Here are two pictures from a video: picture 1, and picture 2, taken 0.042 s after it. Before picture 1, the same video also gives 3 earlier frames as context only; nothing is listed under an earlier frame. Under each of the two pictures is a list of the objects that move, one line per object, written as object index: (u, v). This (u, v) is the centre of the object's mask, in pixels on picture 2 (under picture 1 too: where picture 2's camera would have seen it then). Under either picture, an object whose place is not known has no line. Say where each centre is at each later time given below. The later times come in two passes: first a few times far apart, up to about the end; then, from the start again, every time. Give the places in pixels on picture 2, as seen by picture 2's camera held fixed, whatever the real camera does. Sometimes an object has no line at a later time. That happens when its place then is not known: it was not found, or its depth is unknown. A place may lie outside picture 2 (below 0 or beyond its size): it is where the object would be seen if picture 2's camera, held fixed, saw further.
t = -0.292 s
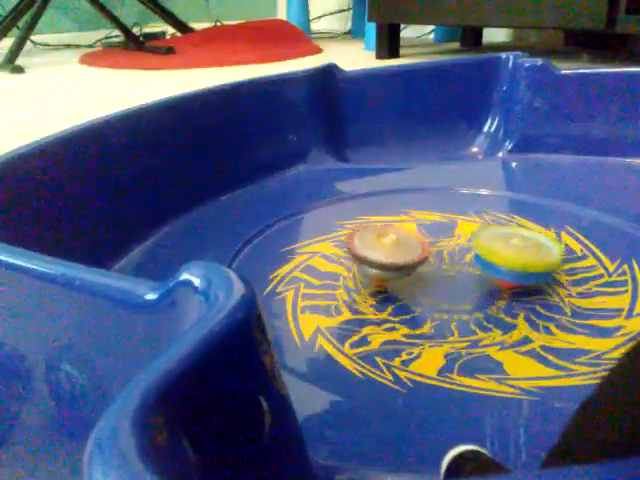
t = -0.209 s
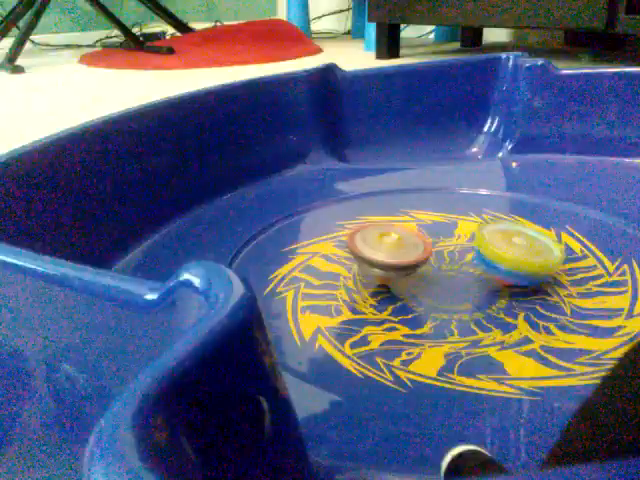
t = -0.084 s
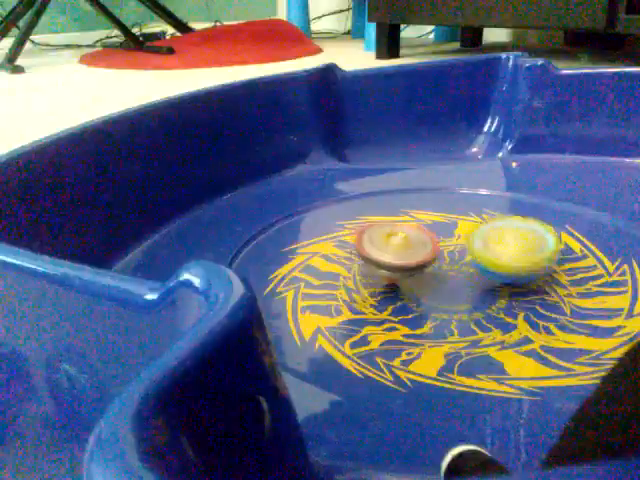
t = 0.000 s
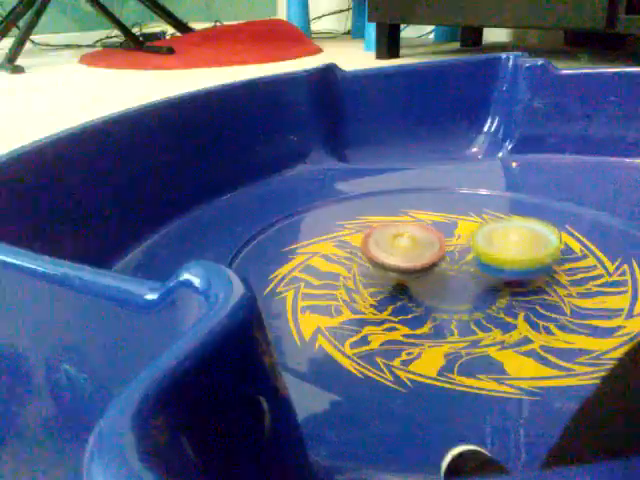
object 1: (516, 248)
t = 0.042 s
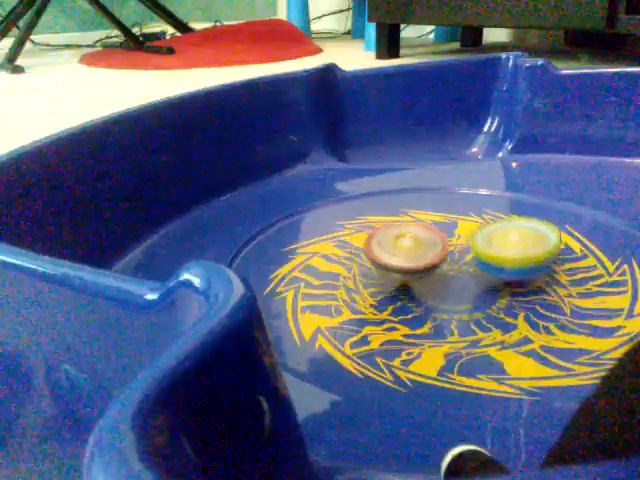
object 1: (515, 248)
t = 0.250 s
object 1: (505, 250)
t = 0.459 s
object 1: (500, 245)
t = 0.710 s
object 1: (496, 243)
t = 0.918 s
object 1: (489, 247)
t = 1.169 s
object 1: (479, 237)
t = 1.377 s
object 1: (477, 233)
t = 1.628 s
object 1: (497, 238)
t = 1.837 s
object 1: (481, 256)
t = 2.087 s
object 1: (462, 243)
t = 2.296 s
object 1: (470, 240)
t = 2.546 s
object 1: (529, 255)
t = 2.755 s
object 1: (554, 266)
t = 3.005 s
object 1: (545, 262)
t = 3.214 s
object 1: (547, 259)
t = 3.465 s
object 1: (544, 261)
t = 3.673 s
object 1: (548, 265)
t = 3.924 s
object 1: (543, 264)
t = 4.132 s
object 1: (543, 264)
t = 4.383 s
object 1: (544, 263)
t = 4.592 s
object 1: (544, 263)
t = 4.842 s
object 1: (543, 264)
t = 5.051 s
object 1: (543, 264)
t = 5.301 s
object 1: (543, 264)
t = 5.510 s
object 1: (543, 264)
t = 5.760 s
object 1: (543, 265)
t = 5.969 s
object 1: (543, 264)
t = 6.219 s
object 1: (543, 264)
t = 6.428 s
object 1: (543, 264)
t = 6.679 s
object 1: (545, 264)
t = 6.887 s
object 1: (546, 264)
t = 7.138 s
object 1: (546, 263)
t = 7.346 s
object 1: (548, 262)
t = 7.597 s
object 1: (548, 263)
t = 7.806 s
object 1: (548, 262)
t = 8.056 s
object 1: (551, 261)
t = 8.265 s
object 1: (548, 258)
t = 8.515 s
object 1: (548, 258)
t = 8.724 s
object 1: (548, 257)
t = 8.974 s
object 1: (548, 257)
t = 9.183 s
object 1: (548, 257)
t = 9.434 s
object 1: (548, 257)
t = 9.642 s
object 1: (548, 257)
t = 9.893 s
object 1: (548, 258)
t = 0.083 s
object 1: (515, 249)
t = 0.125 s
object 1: (513, 250)
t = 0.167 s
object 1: (512, 250)
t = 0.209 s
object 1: (509, 250)
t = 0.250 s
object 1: (505, 250)
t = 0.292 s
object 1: (504, 250)
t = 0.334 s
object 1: (504, 249)
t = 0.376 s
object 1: (504, 248)
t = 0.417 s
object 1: (504, 248)
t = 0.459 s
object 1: (500, 245)
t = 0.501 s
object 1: (500, 243)
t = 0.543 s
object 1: (499, 242)
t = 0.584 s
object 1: (497, 243)
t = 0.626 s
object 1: (498, 242)
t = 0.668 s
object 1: (497, 242)
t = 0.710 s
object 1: (496, 243)
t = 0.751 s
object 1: (495, 243)
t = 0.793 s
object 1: (493, 243)
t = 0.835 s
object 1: (492, 244)
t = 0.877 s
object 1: (490, 246)
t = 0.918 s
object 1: (489, 247)
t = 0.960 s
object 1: (488, 246)
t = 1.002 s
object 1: (484, 243)
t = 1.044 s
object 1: (483, 241)
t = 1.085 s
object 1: (481, 240)
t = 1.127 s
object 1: (479, 238)
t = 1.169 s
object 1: (479, 237)
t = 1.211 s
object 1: (478, 235)
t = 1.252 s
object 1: (477, 234)
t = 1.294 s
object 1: (478, 234)
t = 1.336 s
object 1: (478, 233)
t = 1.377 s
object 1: (477, 233)
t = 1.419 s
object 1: (481, 233)
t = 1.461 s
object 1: (490, 234)
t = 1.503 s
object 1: (494, 234)
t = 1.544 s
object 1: (496, 235)
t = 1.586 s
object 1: (496, 238)
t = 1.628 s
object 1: (497, 238)
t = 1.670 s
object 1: (497, 243)
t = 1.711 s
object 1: (495, 250)
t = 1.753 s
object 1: (491, 252)
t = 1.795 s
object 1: (488, 254)
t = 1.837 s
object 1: (481, 256)
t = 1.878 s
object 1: (472, 257)
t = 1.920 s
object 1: (468, 255)
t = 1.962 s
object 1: (464, 252)
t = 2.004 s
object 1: (461, 249)
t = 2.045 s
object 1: (460, 246)
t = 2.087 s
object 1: (462, 243)
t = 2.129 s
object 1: (463, 240)
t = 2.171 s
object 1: (464, 240)
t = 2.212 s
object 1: (466, 239)
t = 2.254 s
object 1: (469, 239)
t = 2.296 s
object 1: (470, 240)
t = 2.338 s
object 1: (473, 241)
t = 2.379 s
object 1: (478, 246)
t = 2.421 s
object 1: (496, 249)
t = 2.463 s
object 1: (506, 249)
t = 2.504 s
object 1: (520, 252)
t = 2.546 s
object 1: (529, 255)
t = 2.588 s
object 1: (535, 257)
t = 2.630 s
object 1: (539, 259)
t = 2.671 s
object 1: (546, 261)
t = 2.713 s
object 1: (551, 264)
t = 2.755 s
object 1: (554, 266)
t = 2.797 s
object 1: (556, 266)
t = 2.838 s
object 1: (556, 267)
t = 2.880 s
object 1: (555, 266)
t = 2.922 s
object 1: (552, 265)
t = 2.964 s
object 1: (548, 264)
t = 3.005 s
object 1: (545, 262)
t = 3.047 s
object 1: (544, 260)
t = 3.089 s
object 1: (545, 261)
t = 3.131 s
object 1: (546, 260)
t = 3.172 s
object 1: (547, 259)
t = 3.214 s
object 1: (547, 259)
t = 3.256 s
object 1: (547, 259)
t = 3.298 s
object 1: (547, 259)
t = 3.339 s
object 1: (546, 259)
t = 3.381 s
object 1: (546, 259)
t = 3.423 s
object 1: (545, 260)
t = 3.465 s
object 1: (544, 261)
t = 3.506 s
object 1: (544, 262)
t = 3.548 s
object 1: (544, 263)
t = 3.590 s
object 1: (545, 265)
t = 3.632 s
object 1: (547, 265)
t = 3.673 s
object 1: (548, 265)
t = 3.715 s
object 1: (547, 265)
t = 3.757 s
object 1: (544, 264)
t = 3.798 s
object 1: (543, 264)
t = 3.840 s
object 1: (543, 264)
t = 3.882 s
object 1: (544, 264)
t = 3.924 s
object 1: (543, 264)
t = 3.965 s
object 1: (543, 264)
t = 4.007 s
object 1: (543, 264)
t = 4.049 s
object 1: (543, 264)
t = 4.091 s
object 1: (543, 264)
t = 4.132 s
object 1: (543, 264)
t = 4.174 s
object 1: (543, 264)
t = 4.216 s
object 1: (543, 264)
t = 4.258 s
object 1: (543, 263)
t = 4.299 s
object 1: (543, 263)
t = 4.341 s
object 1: (543, 264)
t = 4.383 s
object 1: (544, 263)
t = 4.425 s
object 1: (544, 263)
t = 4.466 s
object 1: (543, 264)
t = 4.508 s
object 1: (544, 263)
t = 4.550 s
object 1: (543, 264)
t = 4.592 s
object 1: (544, 263)
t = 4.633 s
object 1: (543, 264)
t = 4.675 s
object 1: (543, 264)
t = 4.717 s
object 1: (544, 263)
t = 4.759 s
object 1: (544, 264)
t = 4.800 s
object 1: (544, 264)
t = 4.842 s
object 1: (543, 264)
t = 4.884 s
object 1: (544, 264)
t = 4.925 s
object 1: (543, 264)
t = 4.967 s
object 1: (543, 264)
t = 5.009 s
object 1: (543, 264)
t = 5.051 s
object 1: (543, 264)
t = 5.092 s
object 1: (543, 264)
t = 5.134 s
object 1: (543, 264)
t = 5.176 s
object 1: (543, 264)
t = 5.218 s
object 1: (543, 264)
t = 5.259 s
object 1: (543, 264)
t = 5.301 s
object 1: (543, 264)
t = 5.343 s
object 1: (543, 264)
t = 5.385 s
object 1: (543, 264)
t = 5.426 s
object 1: (543, 264)
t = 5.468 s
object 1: (543, 264)
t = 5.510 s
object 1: (543, 264)
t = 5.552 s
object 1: (543, 265)
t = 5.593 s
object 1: (543, 264)
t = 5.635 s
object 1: (543, 265)
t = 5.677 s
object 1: (543, 264)
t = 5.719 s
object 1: (543, 265)
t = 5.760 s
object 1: (543, 265)
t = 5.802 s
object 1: (543, 265)
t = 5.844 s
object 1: (543, 265)
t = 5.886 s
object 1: (543, 265)
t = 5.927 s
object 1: (543, 264)
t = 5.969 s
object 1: (543, 264)
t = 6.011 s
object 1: (543, 265)
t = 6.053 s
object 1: (543, 265)
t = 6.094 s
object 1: (543, 264)
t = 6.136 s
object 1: (543, 264)
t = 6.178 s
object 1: (543, 264)
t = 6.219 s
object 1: (543, 264)
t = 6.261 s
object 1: (543, 264)
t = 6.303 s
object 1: (544, 264)
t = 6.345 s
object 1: (544, 264)
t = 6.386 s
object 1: (543, 264)
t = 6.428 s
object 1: (543, 264)
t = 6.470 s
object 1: (544, 264)
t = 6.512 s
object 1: (544, 264)
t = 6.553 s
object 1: (545, 264)
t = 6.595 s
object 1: (545, 264)
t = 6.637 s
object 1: (544, 264)
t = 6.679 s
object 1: (545, 264)
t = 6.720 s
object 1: (545, 264)
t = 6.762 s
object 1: (545, 264)
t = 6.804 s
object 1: (545, 264)
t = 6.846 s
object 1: (545, 264)
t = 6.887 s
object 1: (546, 264)
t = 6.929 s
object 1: (546, 264)
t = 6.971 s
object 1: (546, 264)
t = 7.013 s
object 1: (546, 263)
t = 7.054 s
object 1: (546, 263)
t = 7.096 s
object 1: (546, 263)
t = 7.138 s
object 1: (546, 263)
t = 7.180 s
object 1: (546, 263)
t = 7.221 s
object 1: (547, 262)
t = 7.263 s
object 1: (547, 263)
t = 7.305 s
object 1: (547, 262)
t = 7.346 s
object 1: (548, 262)
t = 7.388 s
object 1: (548, 262)
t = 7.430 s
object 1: (548, 263)
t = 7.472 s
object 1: (548, 262)
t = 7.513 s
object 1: (548, 263)
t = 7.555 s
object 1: (548, 263)
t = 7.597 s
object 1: (548, 263)
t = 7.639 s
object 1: (548, 263)
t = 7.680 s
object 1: (549, 263)
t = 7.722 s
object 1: (549, 262)
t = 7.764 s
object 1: (549, 262)
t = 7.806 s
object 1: (548, 262)
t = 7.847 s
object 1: (548, 262)
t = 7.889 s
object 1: (548, 262)
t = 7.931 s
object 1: (549, 263)
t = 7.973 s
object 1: (551, 263)
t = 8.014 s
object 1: (552, 262)
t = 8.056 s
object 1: (551, 261)
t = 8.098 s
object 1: (549, 260)
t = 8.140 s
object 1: (548, 259)
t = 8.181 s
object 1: (548, 258)
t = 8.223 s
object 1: (548, 257)
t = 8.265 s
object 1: (548, 258)
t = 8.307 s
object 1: (548, 258)
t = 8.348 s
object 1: (548, 258)
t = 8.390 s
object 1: (548, 258)
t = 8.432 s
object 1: (547, 258)
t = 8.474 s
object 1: (548, 258)
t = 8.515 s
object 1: (548, 258)
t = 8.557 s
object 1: (548, 257)
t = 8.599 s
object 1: (548, 258)
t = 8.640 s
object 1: (548, 257)
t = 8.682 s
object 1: (548, 257)
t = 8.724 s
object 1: (548, 257)
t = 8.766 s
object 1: (548, 257)
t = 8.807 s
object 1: (548, 257)
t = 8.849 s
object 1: (548, 258)
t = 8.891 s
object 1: (548, 257)
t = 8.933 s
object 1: (548, 257)
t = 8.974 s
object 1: (548, 257)
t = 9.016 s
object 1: (548, 257)
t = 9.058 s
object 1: (548, 257)
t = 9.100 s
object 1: (548, 257)
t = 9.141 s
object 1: (548, 257)
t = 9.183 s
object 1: (548, 257)
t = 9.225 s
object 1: (548, 258)
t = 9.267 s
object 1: (548, 258)
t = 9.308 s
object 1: (548, 258)
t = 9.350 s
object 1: (548, 257)
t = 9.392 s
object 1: (548, 257)
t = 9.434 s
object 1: (548, 257)
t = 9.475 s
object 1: (547, 257)
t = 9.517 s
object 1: (547, 257)
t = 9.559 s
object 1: (547, 257)
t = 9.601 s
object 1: (548, 257)
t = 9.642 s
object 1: (548, 257)
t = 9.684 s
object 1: (548, 257)
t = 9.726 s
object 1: (548, 258)
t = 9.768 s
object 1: (548, 258)
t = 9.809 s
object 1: (548, 258)
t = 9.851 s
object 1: (547, 258)
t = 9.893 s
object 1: (548, 258)
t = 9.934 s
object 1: (548, 258)
